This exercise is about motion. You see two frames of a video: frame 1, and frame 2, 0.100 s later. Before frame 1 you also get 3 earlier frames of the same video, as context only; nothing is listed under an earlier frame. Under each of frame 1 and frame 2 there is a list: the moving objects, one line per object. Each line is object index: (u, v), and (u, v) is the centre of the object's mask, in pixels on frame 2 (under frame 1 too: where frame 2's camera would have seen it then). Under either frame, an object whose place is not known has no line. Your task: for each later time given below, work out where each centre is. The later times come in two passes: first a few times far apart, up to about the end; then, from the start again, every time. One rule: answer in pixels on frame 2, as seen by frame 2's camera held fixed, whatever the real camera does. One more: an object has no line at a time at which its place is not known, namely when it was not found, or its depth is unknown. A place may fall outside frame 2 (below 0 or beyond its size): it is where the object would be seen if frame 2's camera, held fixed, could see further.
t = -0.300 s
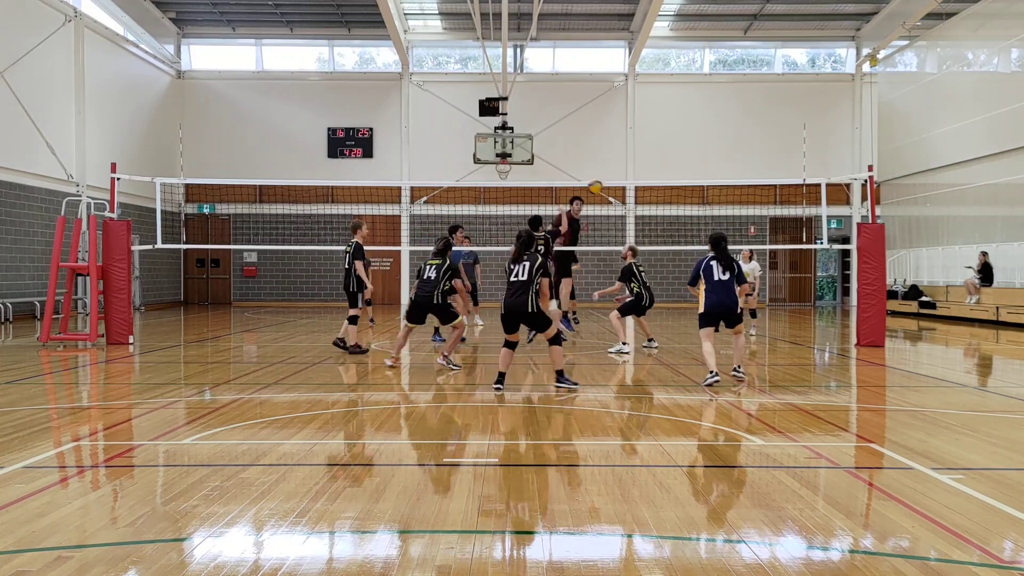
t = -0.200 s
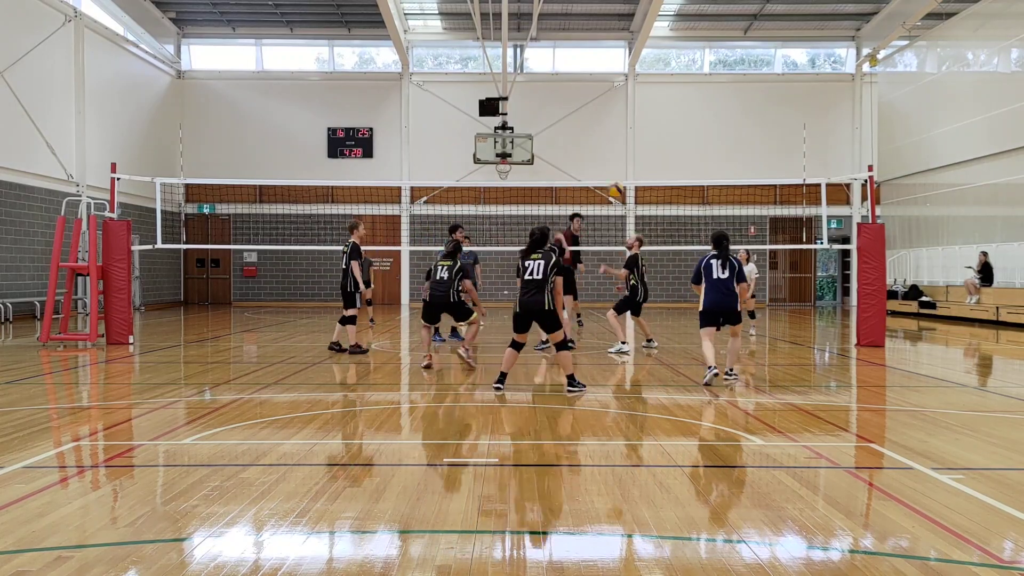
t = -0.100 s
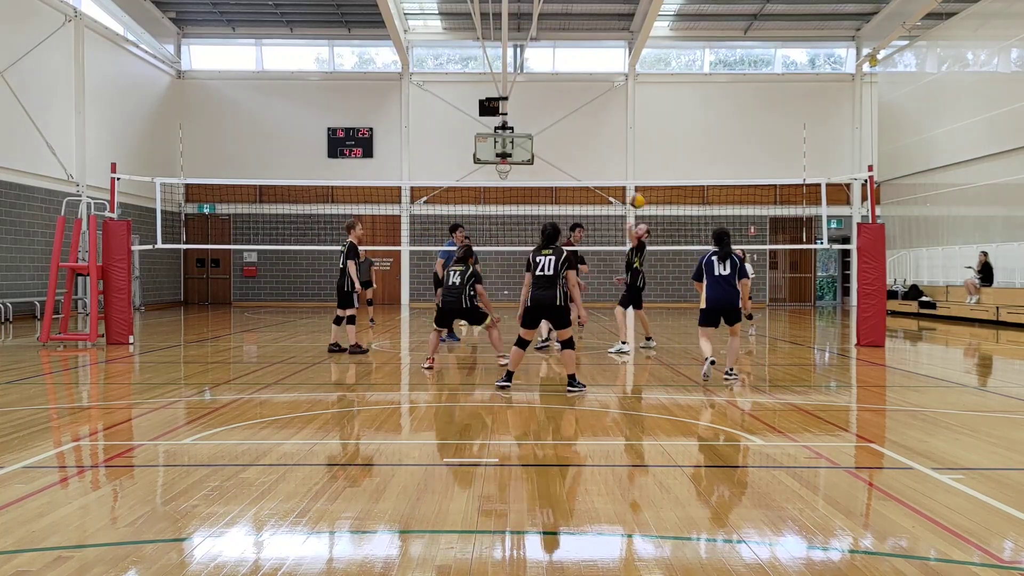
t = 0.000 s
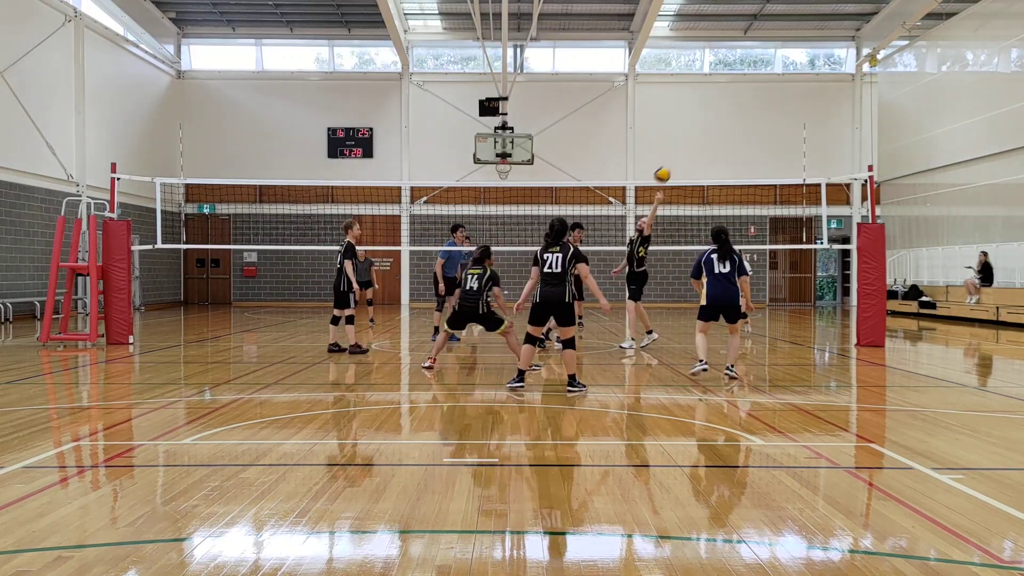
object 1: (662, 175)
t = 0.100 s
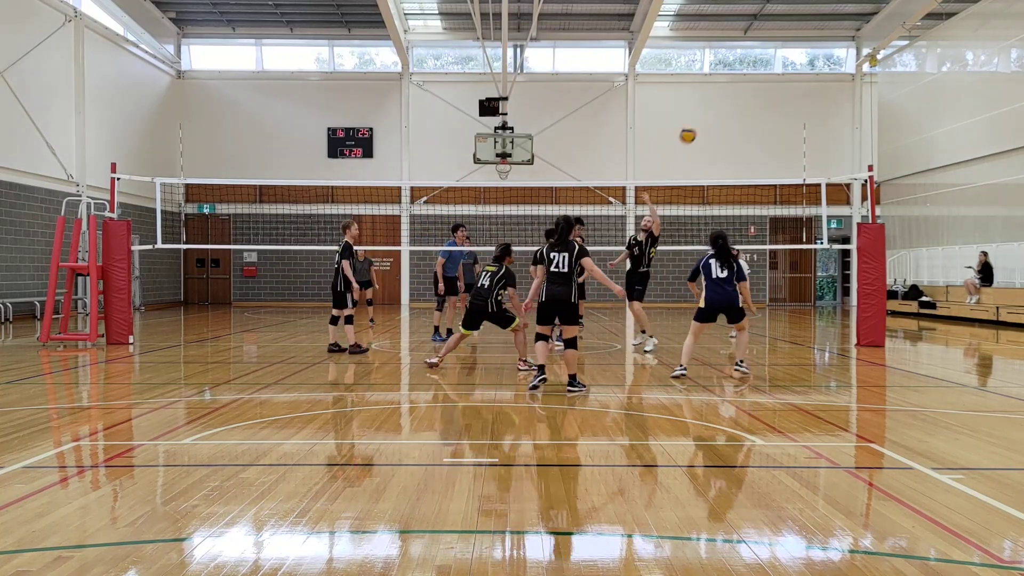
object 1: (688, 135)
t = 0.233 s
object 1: (722, 92)
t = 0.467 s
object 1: (784, 47)
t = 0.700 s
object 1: (847, 43)
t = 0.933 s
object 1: (912, 85)
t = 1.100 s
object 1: (959, 144)
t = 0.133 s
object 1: (696, 122)
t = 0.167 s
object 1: (705, 112)
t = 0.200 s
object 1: (713, 102)
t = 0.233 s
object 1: (722, 92)
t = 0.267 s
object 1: (731, 83)
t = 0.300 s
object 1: (740, 75)
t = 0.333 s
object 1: (748, 68)
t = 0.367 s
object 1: (757, 62)
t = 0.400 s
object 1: (766, 56)
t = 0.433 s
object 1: (775, 51)
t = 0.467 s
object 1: (784, 47)
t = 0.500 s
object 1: (793, 43)
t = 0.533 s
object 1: (802, 42)
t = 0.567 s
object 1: (810, 40)
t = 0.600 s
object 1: (819, 39)
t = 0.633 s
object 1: (829, 40)
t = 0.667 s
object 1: (837, 41)
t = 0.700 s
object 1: (847, 43)
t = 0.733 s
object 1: (857, 47)
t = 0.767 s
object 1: (866, 51)
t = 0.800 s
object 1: (875, 56)
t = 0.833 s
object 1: (885, 62)
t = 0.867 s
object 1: (894, 69)
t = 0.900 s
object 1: (904, 77)
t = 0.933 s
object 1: (912, 85)
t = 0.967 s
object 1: (922, 95)
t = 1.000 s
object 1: (931, 106)
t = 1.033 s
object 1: (941, 118)
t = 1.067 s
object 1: (950, 130)
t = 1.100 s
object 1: (959, 144)
